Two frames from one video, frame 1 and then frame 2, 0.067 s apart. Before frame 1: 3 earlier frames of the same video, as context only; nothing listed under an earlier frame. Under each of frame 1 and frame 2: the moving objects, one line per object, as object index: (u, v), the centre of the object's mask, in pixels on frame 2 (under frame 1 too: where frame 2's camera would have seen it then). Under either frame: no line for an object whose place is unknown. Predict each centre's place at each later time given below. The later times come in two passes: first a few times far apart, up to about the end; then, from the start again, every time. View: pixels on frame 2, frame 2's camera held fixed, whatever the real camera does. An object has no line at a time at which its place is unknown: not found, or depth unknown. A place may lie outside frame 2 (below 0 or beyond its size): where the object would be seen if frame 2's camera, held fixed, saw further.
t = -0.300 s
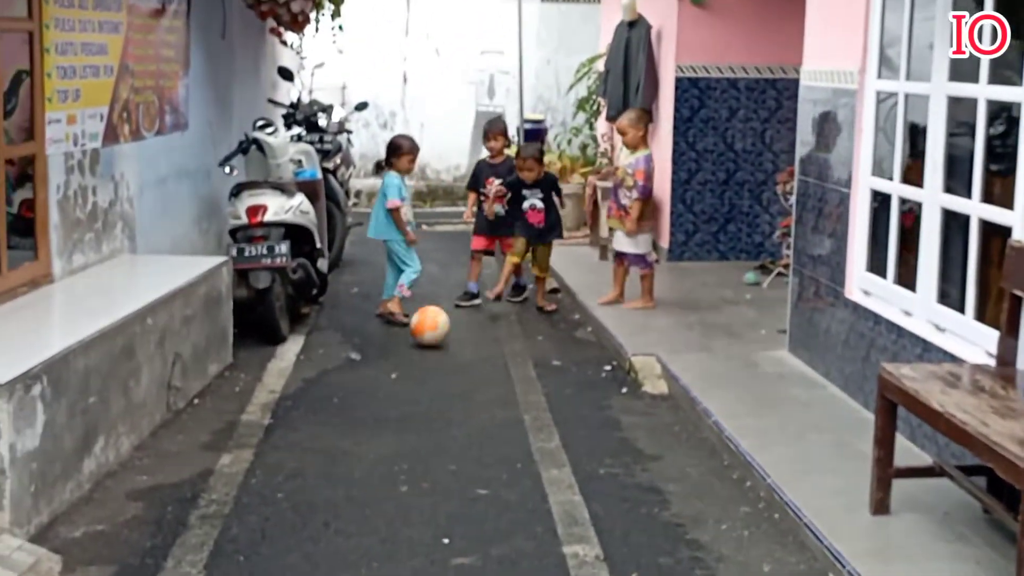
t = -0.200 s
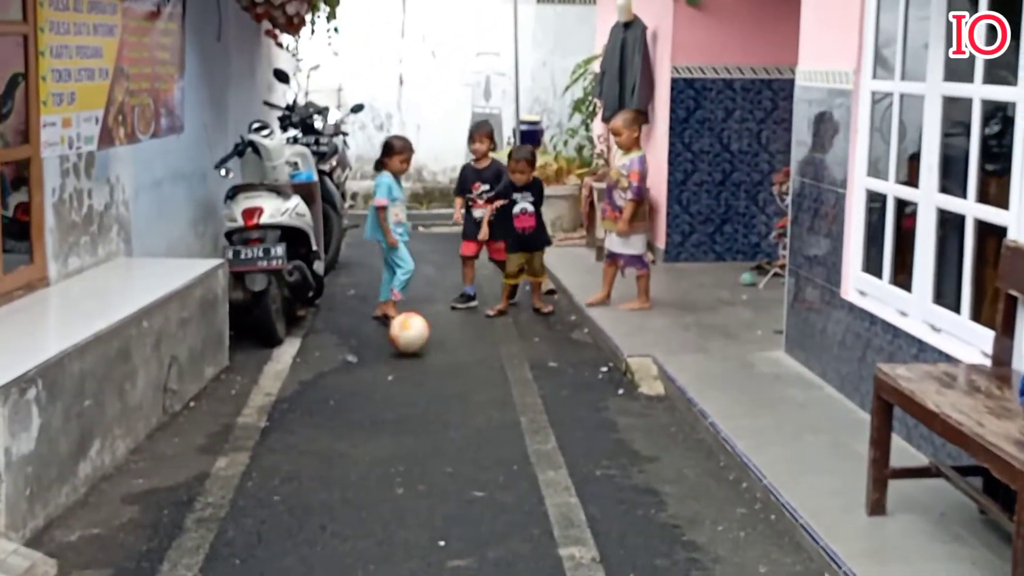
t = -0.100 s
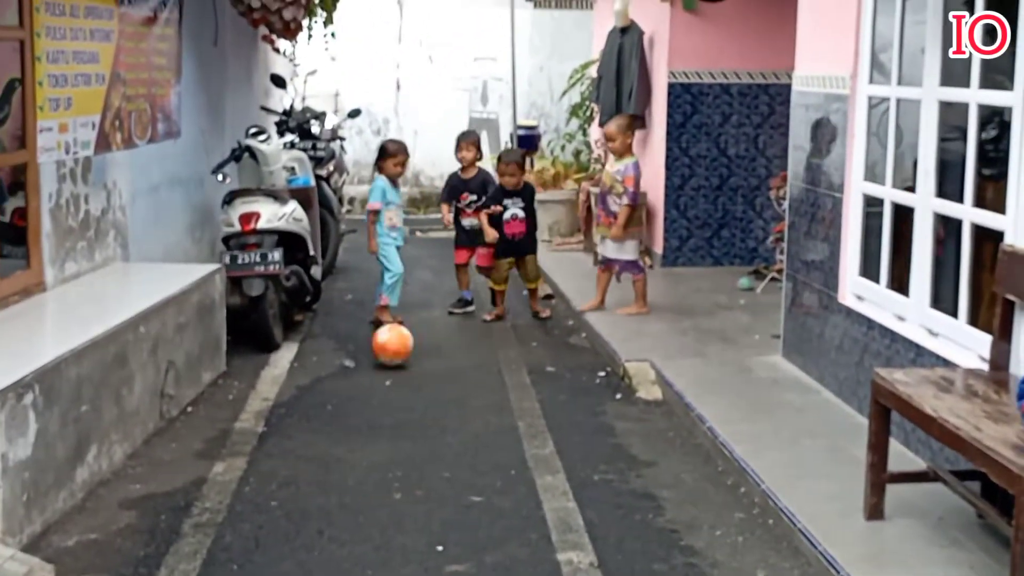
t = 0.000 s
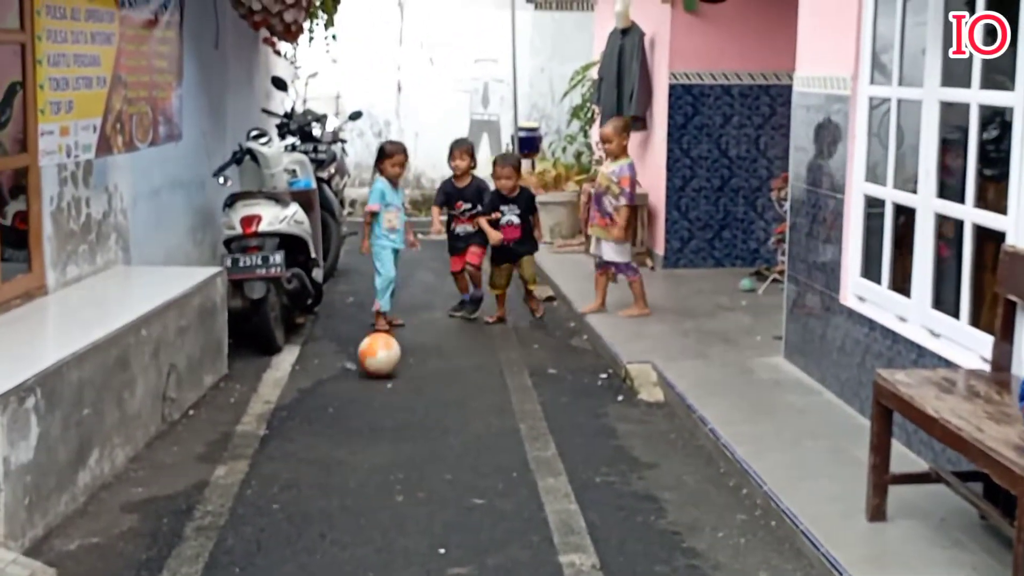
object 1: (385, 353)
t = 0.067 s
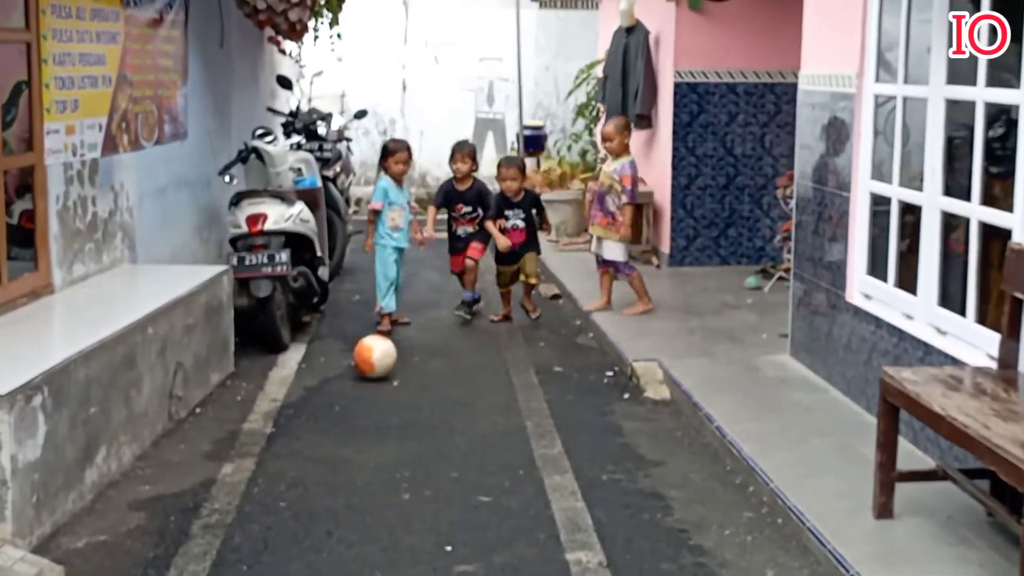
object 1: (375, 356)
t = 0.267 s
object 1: (344, 369)
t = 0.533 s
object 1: (303, 388)
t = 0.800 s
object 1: (262, 409)
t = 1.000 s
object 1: (232, 426)
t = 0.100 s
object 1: (369, 359)
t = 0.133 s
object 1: (364, 361)
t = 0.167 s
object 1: (359, 363)
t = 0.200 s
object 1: (354, 365)
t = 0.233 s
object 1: (349, 366)
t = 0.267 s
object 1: (344, 369)
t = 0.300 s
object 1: (339, 371)
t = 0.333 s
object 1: (333, 374)
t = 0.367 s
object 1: (328, 376)
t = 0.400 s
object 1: (323, 379)
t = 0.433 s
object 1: (318, 381)
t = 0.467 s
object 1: (313, 383)
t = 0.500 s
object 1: (308, 385)
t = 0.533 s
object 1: (303, 388)
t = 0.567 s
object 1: (298, 390)
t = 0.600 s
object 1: (292, 393)
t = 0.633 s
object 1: (287, 395)
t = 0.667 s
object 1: (282, 398)
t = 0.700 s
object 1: (277, 400)
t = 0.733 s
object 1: (272, 402)
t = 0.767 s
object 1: (267, 405)
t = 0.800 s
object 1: (262, 409)
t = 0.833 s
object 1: (257, 411)
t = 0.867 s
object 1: (252, 413)
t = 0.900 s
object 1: (247, 417)
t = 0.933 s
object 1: (242, 420)
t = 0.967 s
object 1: (237, 422)
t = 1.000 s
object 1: (232, 426)
